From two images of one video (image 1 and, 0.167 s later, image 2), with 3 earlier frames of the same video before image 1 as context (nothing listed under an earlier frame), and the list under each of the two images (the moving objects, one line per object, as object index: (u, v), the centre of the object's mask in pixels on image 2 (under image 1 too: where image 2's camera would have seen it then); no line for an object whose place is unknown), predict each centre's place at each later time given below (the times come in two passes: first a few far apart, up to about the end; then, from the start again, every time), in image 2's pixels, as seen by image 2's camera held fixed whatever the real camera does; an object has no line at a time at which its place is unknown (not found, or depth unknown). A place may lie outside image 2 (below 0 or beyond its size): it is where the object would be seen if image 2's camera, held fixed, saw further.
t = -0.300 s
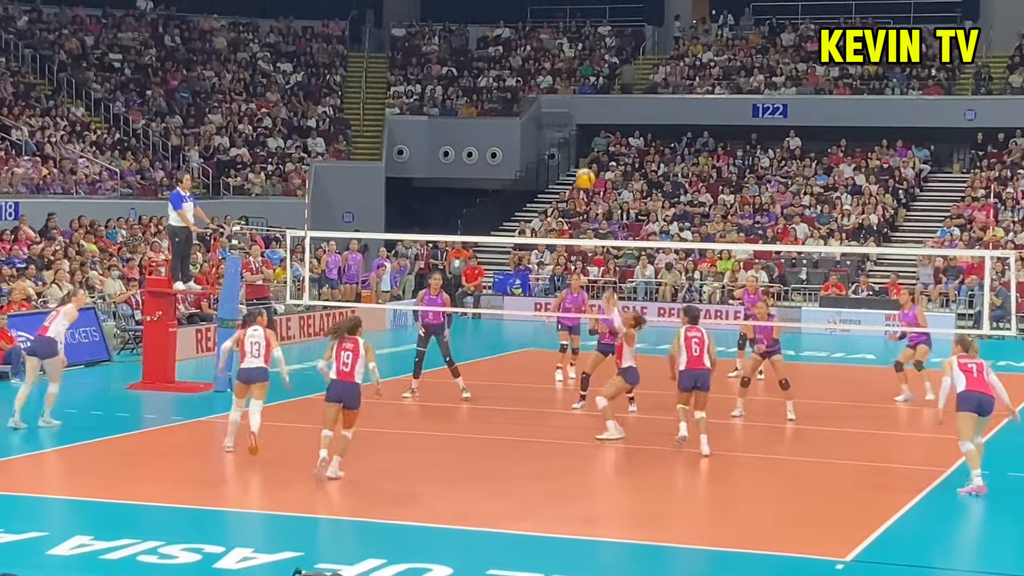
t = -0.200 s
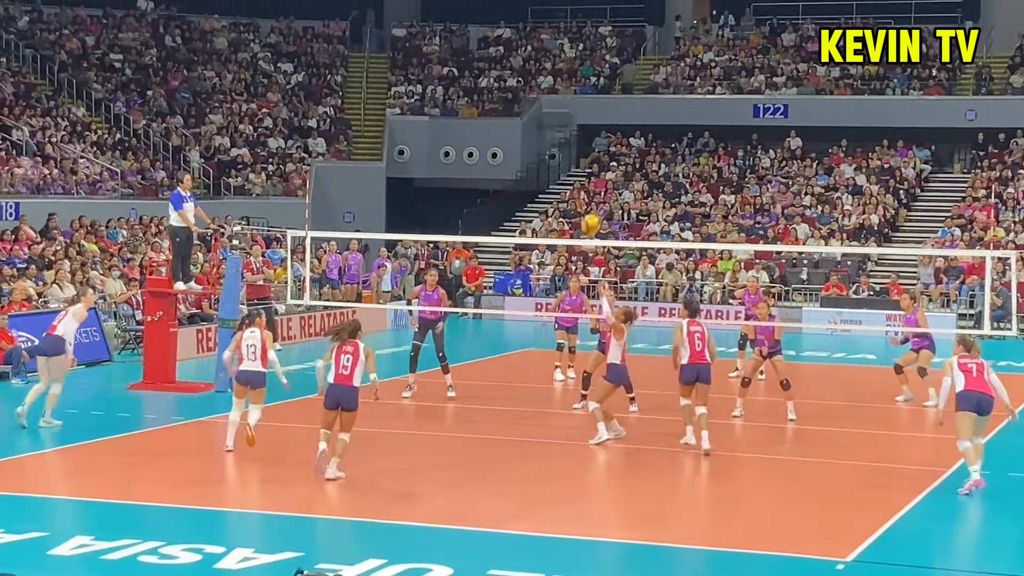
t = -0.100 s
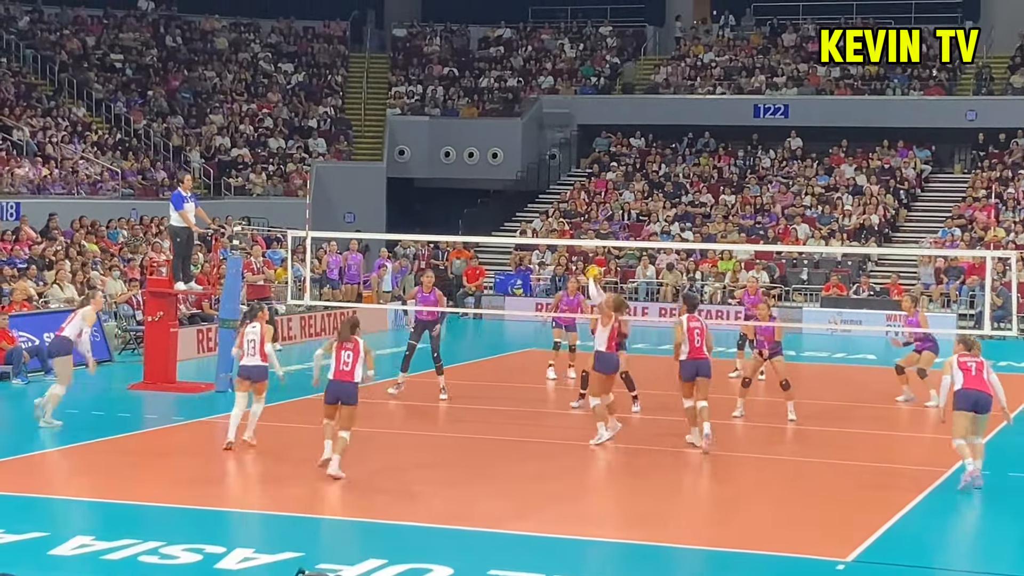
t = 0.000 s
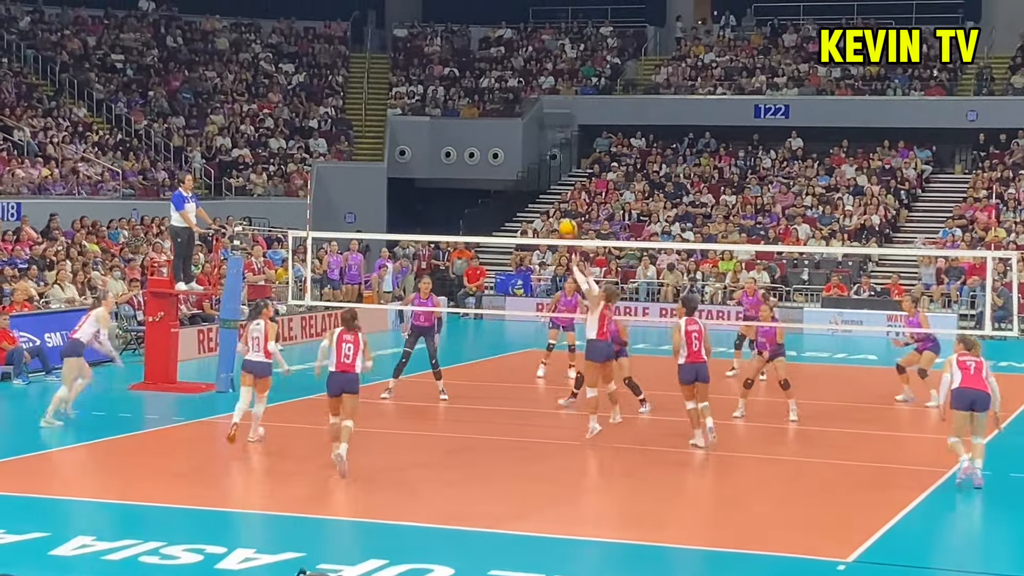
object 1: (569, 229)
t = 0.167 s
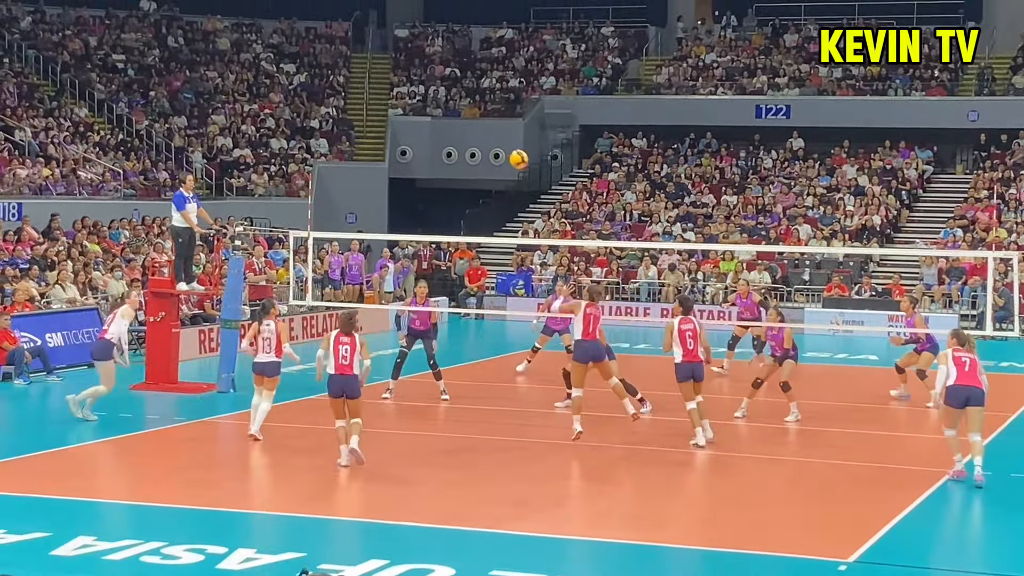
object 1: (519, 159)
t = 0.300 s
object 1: (480, 124)
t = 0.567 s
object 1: (408, 100)
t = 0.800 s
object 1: (351, 126)
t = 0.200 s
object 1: (509, 149)
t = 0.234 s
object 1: (499, 140)
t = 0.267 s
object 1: (489, 131)
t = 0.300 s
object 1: (480, 124)
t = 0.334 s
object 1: (470, 117)
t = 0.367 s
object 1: (461, 112)
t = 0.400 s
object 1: (452, 108)
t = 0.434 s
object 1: (443, 104)
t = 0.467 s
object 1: (434, 102)
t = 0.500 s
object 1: (426, 101)
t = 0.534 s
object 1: (417, 100)
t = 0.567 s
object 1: (408, 100)
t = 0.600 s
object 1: (400, 101)
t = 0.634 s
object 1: (392, 103)
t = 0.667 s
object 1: (383, 106)
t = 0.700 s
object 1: (375, 110)
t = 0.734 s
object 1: (367, 114)
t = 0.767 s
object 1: (359, 120)
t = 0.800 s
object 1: (351, 126)
